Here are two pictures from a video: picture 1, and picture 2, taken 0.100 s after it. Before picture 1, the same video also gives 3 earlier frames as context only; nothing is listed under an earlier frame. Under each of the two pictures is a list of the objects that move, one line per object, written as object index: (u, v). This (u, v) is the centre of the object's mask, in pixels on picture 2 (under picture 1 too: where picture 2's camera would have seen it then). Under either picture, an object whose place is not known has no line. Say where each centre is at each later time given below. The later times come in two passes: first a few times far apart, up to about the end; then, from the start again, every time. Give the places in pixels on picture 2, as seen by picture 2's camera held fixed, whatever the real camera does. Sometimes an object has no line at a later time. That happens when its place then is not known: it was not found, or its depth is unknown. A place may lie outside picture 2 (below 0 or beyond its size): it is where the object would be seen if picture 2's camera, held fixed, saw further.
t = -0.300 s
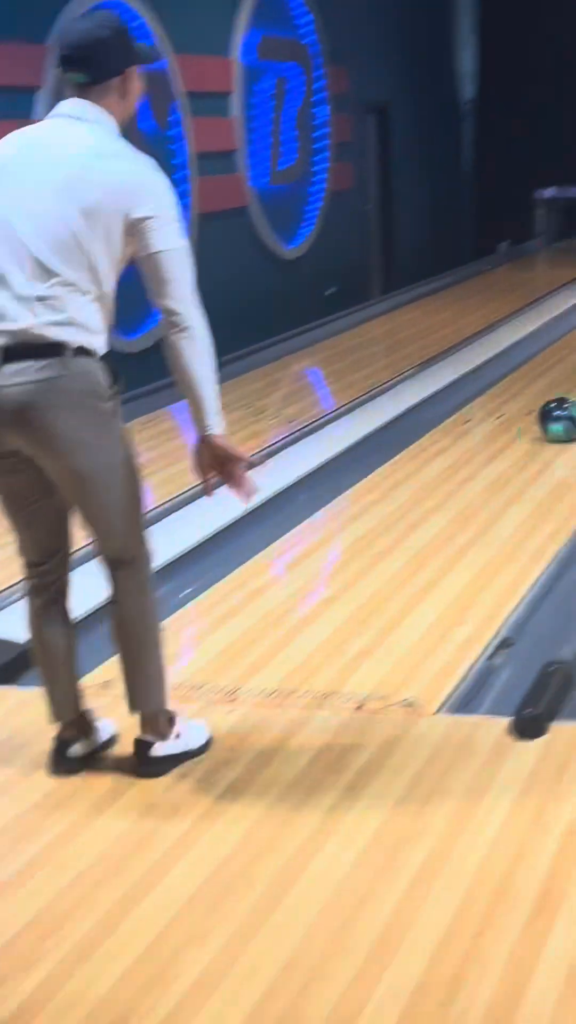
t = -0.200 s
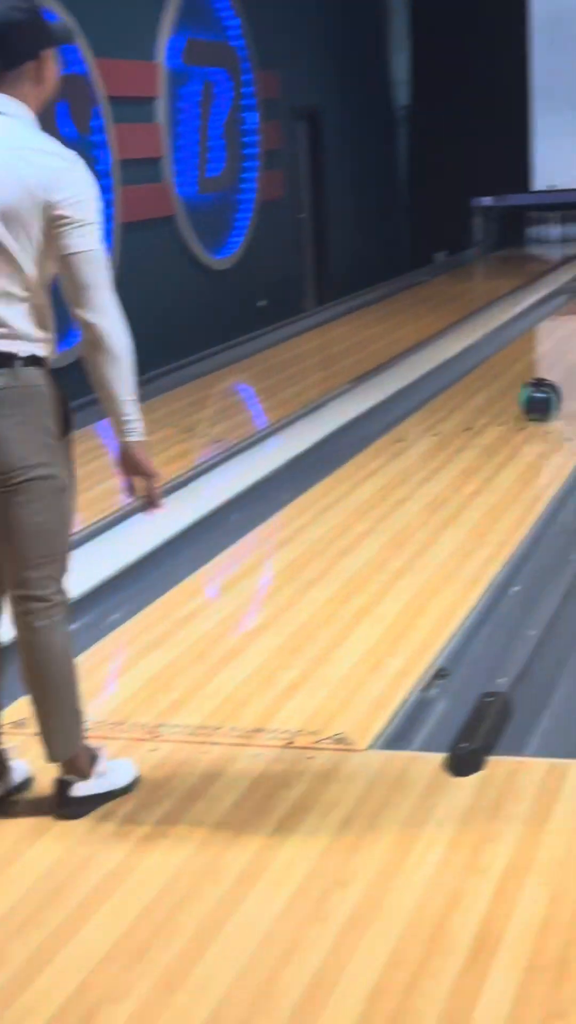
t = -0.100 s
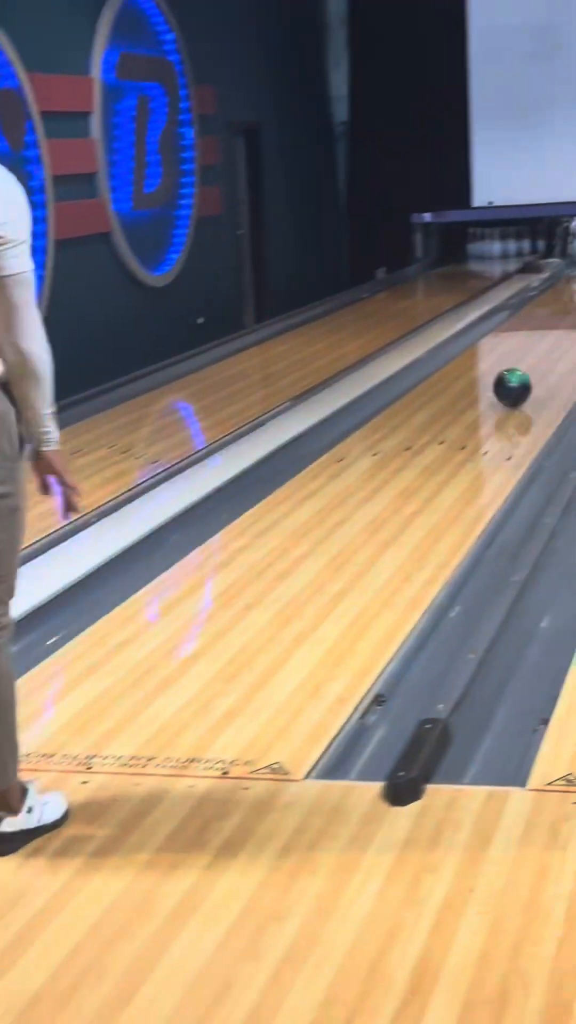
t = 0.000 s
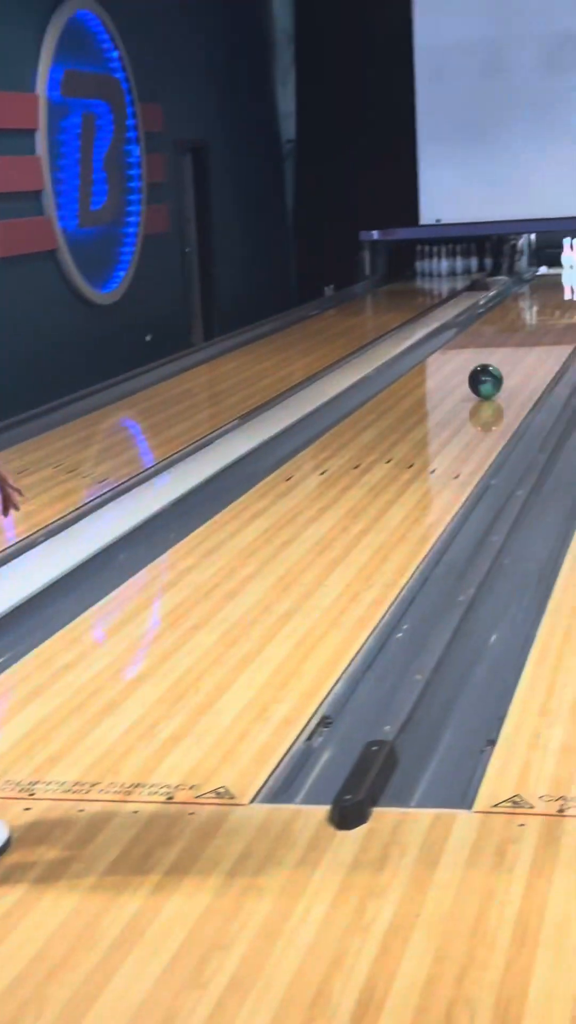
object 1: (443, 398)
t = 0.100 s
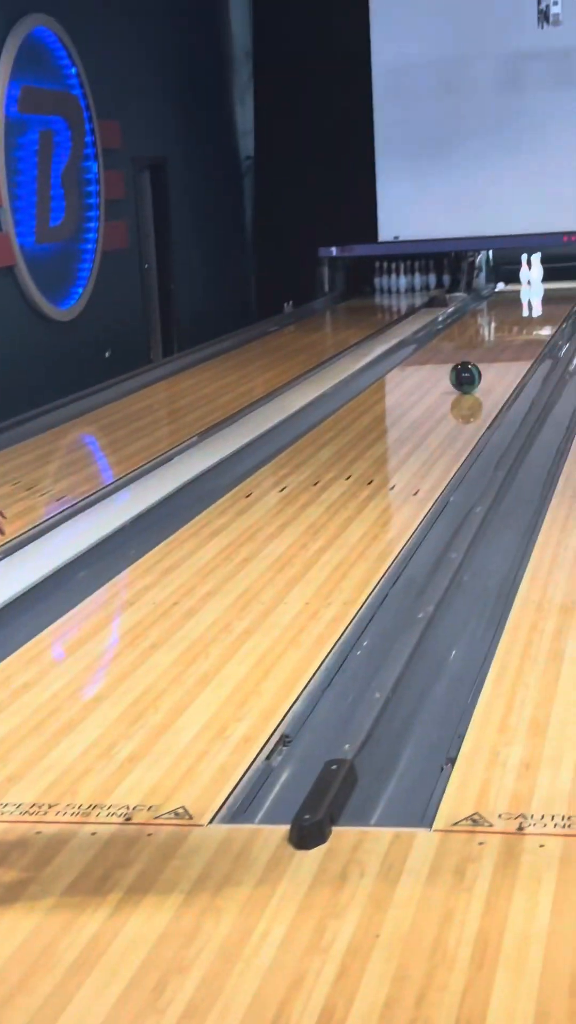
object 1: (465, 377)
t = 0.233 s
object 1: (490, 353)
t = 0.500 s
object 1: (524, 320)
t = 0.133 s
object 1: (473, 370)
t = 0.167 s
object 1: (480, 364)
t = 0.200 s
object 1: (483, 360)
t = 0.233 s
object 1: (490, 353)
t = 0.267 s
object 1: (496, 348)
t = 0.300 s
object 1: (501, 342)
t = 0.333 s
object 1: (504, 339)
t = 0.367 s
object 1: (509, 335)
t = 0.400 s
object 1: (513, 331)
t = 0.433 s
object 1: (516, 329)
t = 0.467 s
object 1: (520, 324)
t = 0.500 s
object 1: (524, 320)
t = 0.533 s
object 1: (526, 318)
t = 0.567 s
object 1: (529, 314)
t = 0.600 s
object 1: (532, 310)
